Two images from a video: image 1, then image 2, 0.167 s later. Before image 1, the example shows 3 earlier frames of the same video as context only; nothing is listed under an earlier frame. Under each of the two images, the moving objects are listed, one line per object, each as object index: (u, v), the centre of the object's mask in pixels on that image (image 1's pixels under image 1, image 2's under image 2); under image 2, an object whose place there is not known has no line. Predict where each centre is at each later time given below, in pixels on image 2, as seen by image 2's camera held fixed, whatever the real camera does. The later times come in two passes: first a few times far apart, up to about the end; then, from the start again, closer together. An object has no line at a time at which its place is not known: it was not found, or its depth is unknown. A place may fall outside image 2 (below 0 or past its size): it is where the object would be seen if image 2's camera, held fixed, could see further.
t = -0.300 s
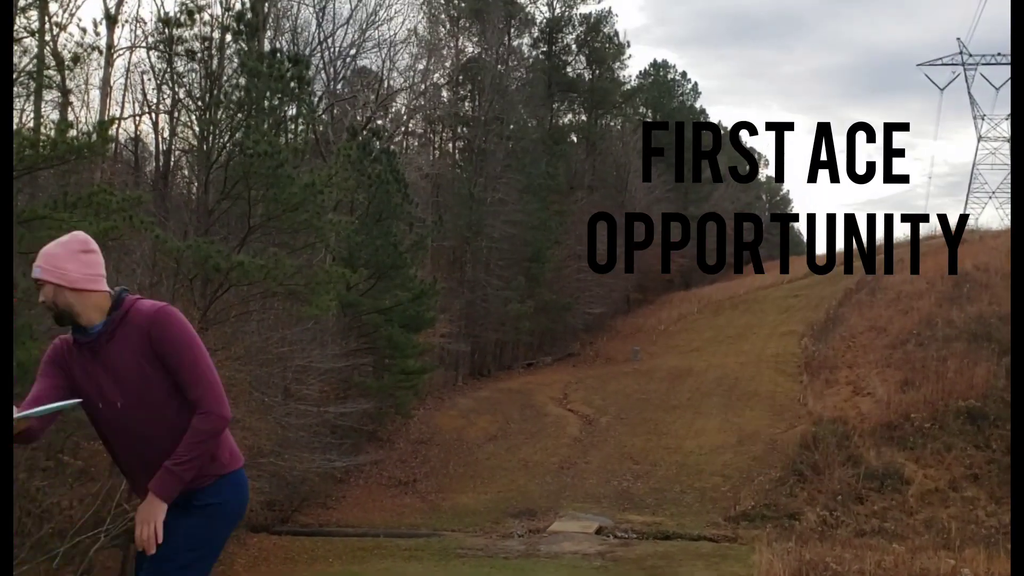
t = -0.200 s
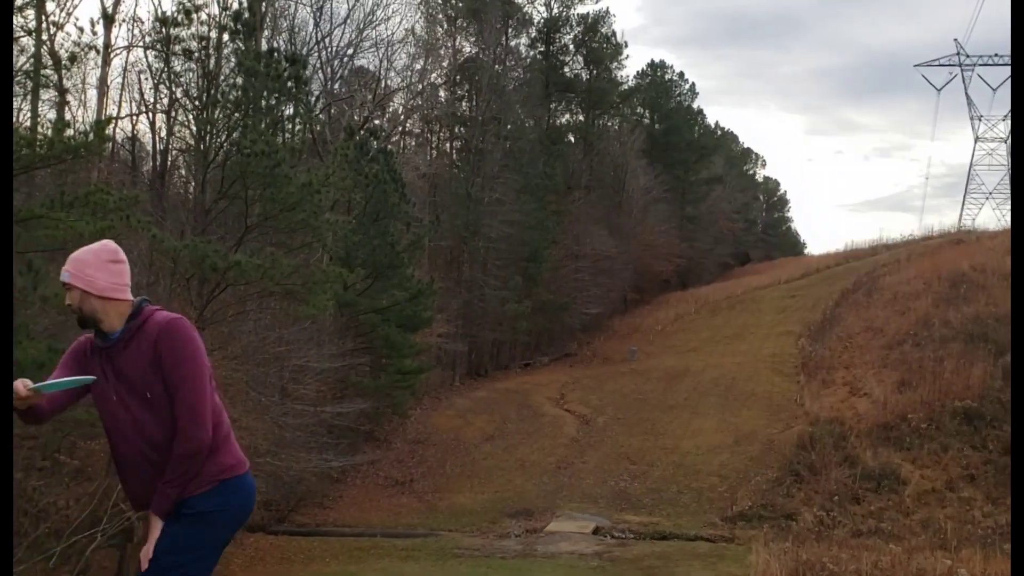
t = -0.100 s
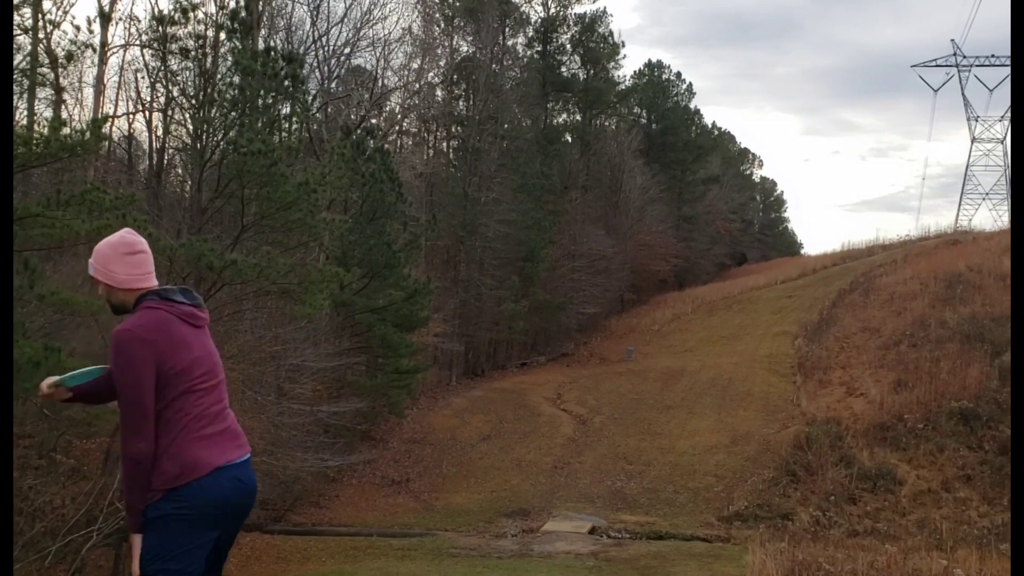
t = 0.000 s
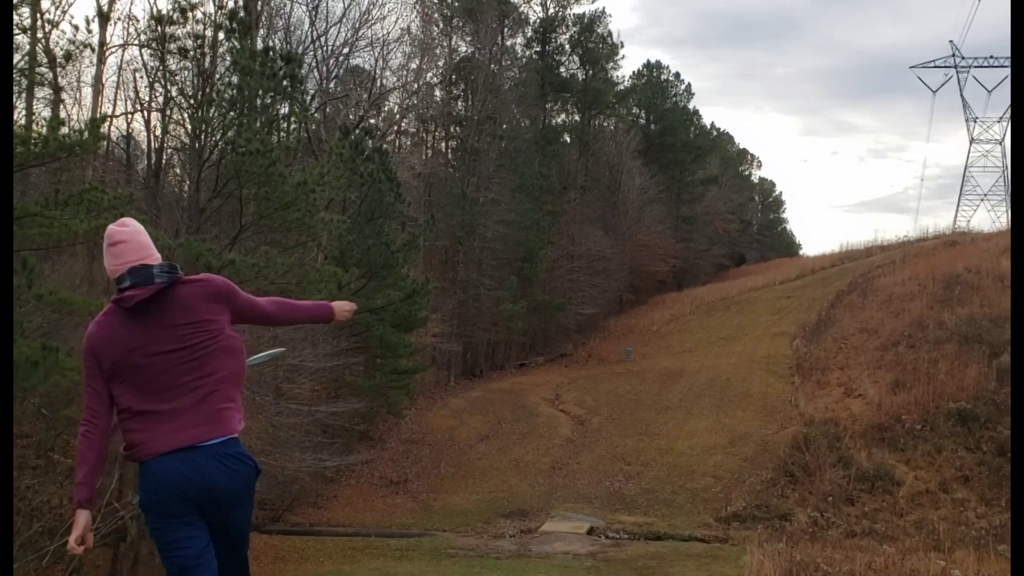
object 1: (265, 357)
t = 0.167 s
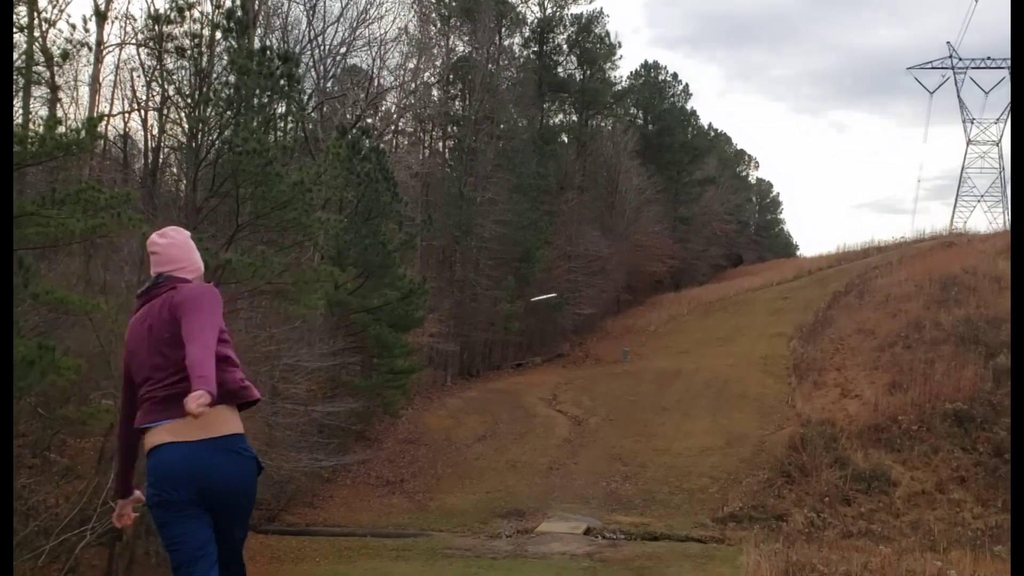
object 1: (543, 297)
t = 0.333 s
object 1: (660, 279)
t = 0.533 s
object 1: (731, 269)
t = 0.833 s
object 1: (781, 263)
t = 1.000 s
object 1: (797, 263)
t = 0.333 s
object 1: (660, 279)
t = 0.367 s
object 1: (676, 276)
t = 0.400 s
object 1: (689, 274)
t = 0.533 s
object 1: (731, 269)
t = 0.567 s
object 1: (739, 269)
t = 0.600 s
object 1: (746, 268)
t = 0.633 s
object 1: (753, 267)
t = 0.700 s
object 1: (765, 266)
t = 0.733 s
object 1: (770, 265)
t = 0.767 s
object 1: (774, 264)
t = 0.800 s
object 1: (778, 264)
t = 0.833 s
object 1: (781, 263)
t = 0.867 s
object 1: (785, 263)
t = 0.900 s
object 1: (789, 263)
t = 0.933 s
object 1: (791, 263)
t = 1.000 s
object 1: (797, 263)
